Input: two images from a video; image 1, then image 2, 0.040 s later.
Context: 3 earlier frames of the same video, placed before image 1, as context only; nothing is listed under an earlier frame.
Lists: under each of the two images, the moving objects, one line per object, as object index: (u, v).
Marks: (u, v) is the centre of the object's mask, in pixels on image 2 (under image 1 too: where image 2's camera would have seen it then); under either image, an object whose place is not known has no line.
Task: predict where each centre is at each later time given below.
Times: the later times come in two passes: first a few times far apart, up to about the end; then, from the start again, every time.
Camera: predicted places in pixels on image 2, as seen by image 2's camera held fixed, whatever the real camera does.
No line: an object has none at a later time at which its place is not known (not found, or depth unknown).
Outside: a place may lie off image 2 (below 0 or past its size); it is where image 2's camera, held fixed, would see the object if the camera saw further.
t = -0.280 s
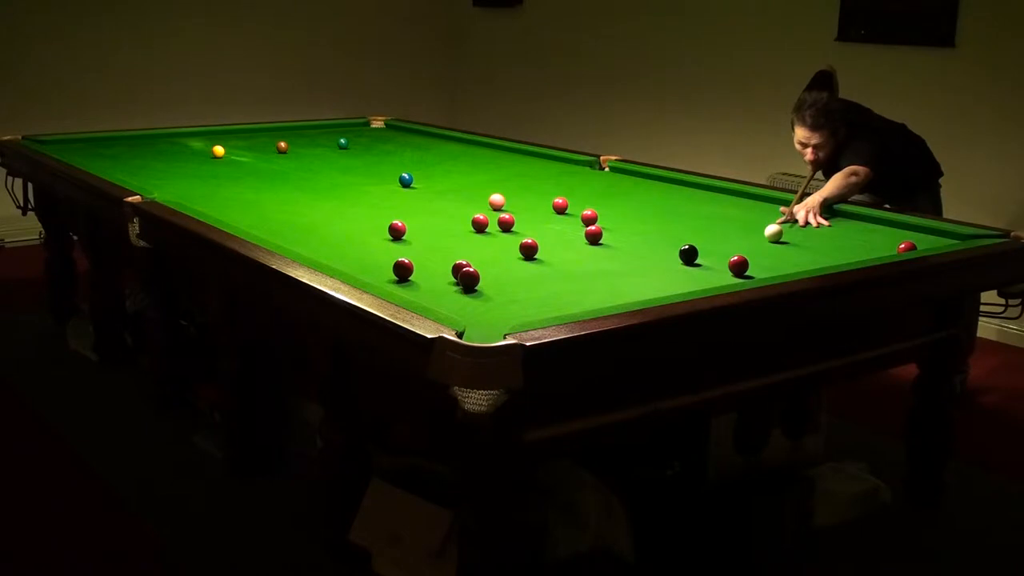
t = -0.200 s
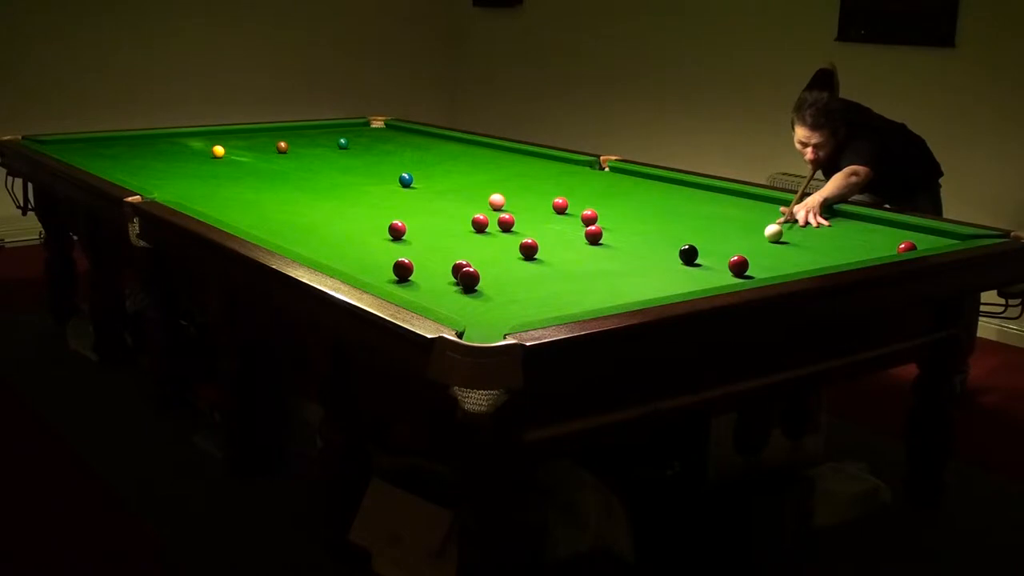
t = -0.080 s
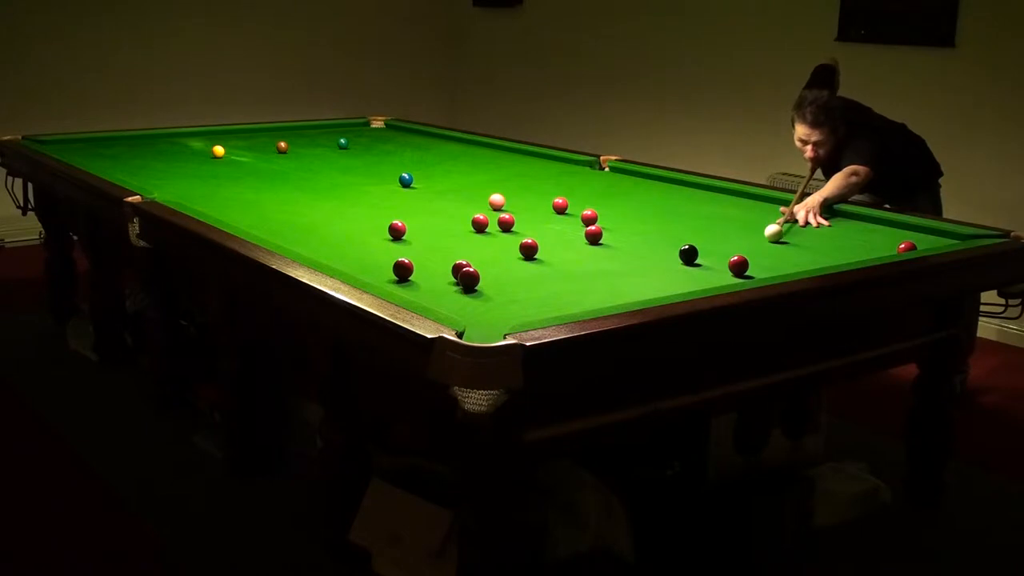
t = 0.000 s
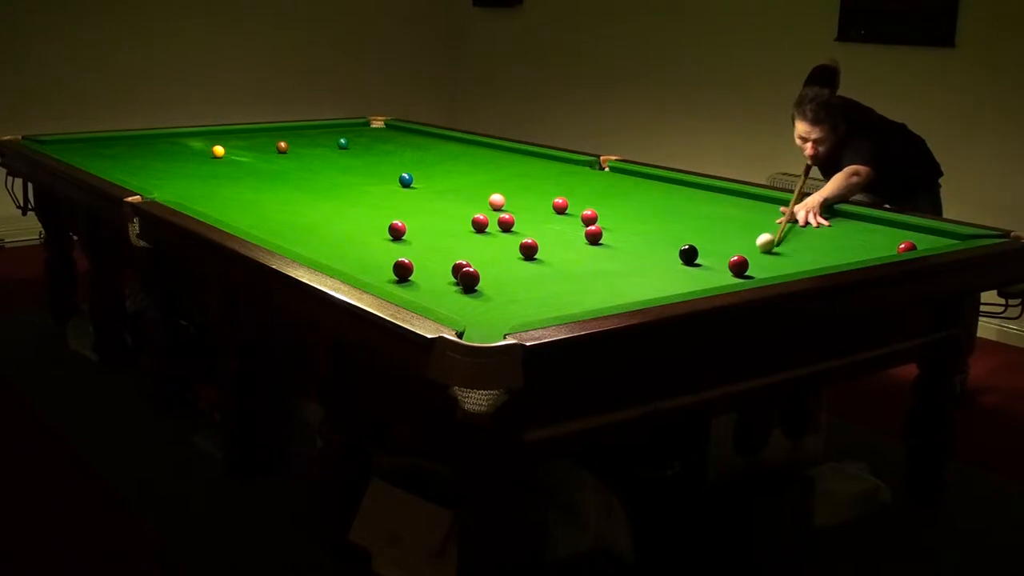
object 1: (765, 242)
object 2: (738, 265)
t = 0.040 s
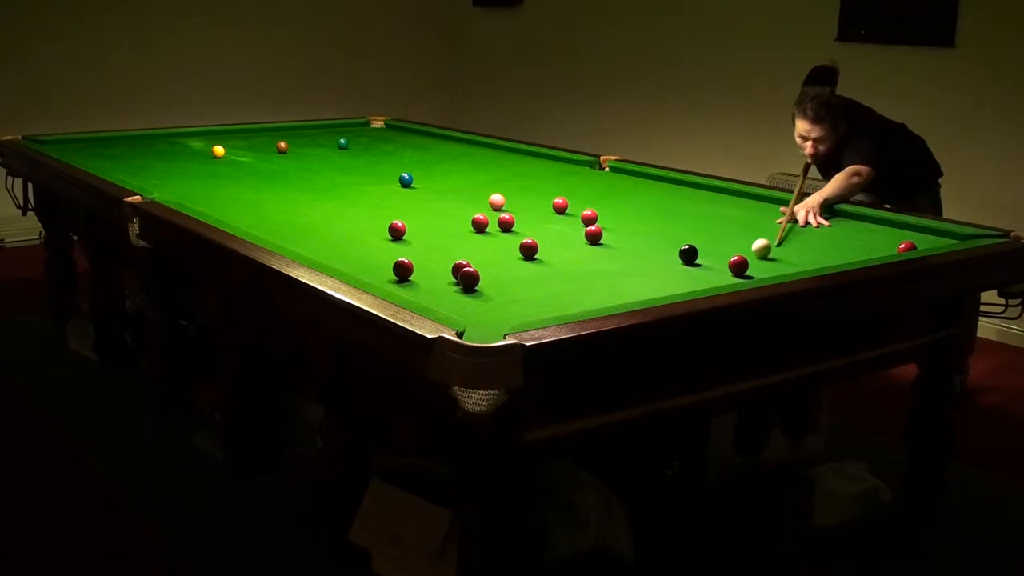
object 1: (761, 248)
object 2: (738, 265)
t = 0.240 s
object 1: (765, 265)
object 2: (714, 270)
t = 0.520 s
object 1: (792, 266)
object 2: (648, 287)
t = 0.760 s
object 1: (778, 263)
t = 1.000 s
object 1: (765, 257)
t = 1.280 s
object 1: (752, 251)
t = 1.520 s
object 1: (742, 246)
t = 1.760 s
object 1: (734, 242)
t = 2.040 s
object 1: (726, 239)
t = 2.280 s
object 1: (721, 236)
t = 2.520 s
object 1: (718, 234)
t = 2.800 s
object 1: (715, 233)
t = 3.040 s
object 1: (713, 232)
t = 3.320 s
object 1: (713, 231)
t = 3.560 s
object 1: (713, 231)
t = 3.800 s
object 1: (713, 231)
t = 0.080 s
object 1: (757, 253)
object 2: (738, 265)
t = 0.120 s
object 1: (754, 258)
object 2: (738, 264)
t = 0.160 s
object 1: (753, 262)
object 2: (734, 265)
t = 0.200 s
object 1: (759, 264)
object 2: (724, 268)
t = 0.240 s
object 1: (765, 265)
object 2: (714, 270)
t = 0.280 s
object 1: (771, 266)
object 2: (704, 273)
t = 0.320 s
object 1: (776, 266)
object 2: (695, 275)
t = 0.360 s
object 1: (782, 266)
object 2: (686, 277)
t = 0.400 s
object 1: (788, 267)
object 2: (677, 280)
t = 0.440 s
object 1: (793, 267)
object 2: (668, 282)
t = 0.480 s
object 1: (795, 267)
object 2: (658, 284)
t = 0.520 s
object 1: (792, 266)
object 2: (648, 287)
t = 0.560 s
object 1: (790, 266)
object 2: (638, 289)
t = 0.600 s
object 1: (788, 266)
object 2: (628, 291)
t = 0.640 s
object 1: (785, 265)
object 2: (618, 293)
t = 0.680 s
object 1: (782, 265)
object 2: (608, 296)
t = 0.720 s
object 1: (780, 264)
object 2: (598, 298)
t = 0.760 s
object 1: (778, 263)
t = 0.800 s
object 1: (775, 262)
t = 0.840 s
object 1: (773, 261)
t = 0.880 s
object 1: (771, 260)
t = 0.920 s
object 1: (769, 259)
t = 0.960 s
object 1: (767, 258)
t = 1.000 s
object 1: (765, 257)
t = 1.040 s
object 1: (763, 256)
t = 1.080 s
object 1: (761, 255)
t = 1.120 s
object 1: (759, 254)
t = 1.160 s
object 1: (757, 253)
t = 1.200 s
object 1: (755, 253)
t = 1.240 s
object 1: (753, 252)
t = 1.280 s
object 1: (752, 251)
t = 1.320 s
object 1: (750, 250)
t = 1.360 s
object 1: (748, 249)
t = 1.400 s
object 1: (747, 248)
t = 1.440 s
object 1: (745, 248)
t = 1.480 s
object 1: (744, 247)
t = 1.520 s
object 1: (742, 246)
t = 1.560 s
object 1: (741, 246)
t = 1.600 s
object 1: (739, 245)
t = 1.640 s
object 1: (738, 244)
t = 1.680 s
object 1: (737, 244)
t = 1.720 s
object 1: (735, 243)
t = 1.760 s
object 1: (734, 242)
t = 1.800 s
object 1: (733, 242)
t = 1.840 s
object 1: (732, 241)
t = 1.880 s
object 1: (730, 241)
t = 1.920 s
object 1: (729, 240)
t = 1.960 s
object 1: (728, 240)
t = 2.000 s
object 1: (727, 239)
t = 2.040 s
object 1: (726, 239)
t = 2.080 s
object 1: (725, 238)
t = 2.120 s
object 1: (725, 238)
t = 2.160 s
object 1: (724, 237)
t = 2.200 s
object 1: (723, 237)
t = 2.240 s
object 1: (722, 237)
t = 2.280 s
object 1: (721, 236)
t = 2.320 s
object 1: (721, 236)
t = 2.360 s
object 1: (720, 236)
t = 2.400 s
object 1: (719, 235)
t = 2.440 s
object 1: (719, 235)
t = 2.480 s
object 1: (718, 234)
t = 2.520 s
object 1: (718, 234)
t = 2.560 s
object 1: (717, 234)
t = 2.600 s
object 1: (717, 233)
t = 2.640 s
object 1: (716, 233)
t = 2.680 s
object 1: (716, 233)
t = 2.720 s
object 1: (716, 233)
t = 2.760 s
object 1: (715, 233)
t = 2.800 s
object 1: (715, 233)
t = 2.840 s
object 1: (715, 232)
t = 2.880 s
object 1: (714, 232)
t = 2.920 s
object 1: (714, 232)
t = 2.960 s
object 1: (714, 232)
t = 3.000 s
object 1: (713, 232)
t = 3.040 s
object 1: (713, 232)
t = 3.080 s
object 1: (713, 231)
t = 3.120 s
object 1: (713, 231)
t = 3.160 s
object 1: (713, 231)
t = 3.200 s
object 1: (713, 231)
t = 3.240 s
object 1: (713, 231)
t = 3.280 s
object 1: (713, 231)
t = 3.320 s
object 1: (713, 231)
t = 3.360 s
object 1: (713, 231)
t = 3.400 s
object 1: (713, 231)
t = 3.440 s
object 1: (713, 231)
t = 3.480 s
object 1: (713, 231)
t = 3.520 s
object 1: (713, 231)
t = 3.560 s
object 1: (713, 231)
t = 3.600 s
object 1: (713, 231)
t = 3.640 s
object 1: (713, 231)
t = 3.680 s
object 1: (713, 231)
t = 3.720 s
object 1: (713, 231)
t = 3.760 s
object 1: (713, 231)
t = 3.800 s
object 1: (713, 231)
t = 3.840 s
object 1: (713, 231)
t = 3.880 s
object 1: (713, 231)
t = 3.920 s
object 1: (713, 231)
